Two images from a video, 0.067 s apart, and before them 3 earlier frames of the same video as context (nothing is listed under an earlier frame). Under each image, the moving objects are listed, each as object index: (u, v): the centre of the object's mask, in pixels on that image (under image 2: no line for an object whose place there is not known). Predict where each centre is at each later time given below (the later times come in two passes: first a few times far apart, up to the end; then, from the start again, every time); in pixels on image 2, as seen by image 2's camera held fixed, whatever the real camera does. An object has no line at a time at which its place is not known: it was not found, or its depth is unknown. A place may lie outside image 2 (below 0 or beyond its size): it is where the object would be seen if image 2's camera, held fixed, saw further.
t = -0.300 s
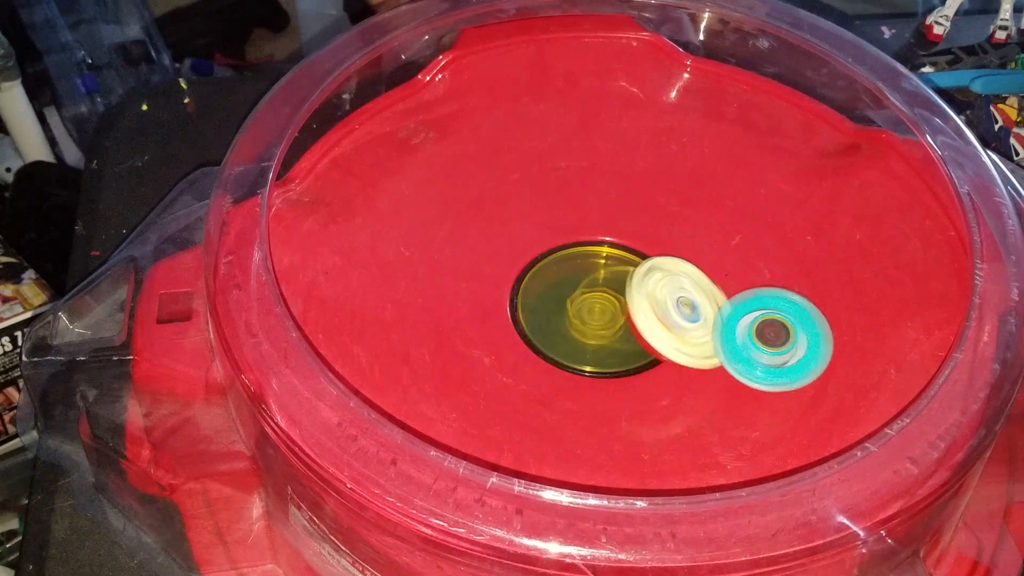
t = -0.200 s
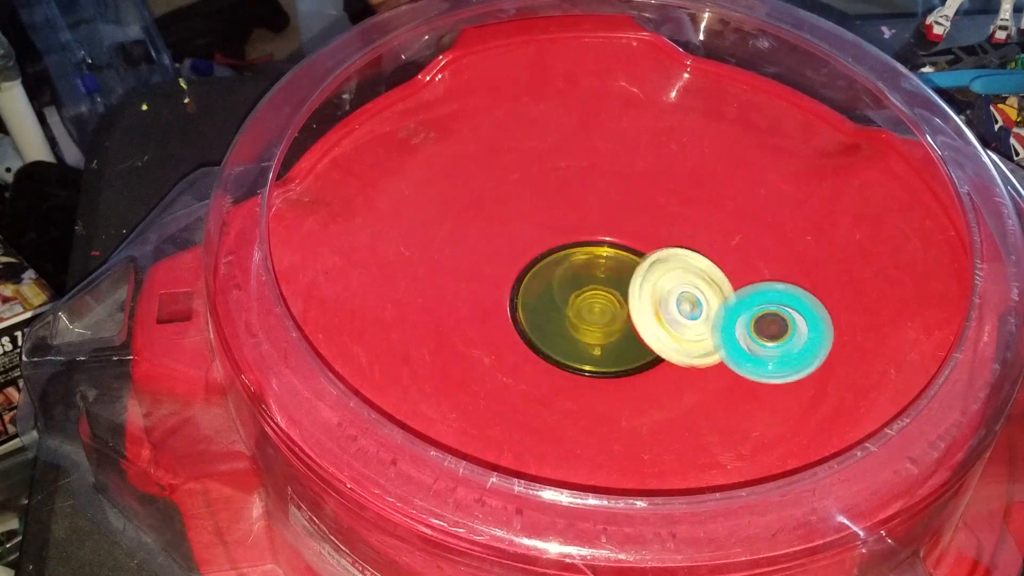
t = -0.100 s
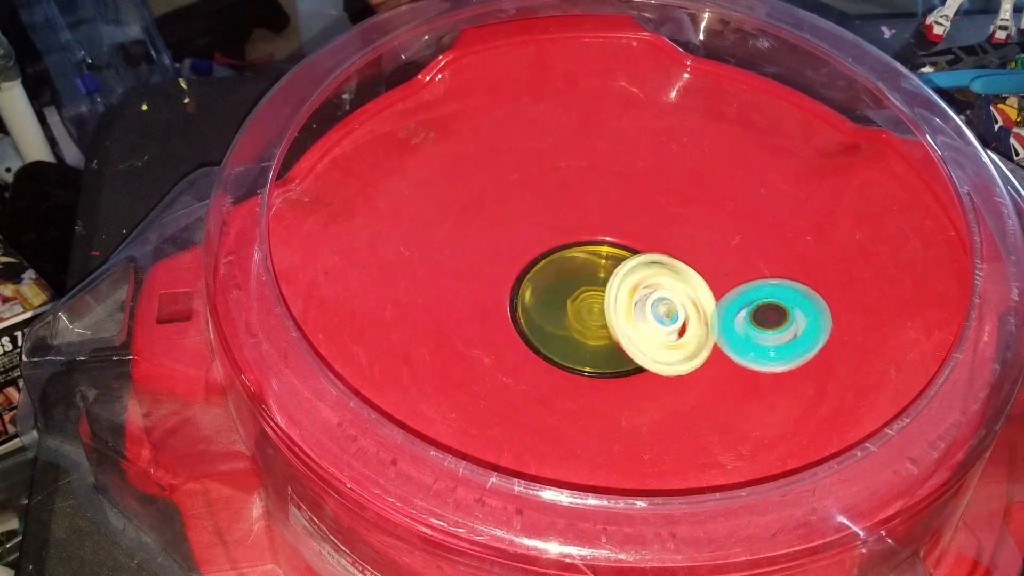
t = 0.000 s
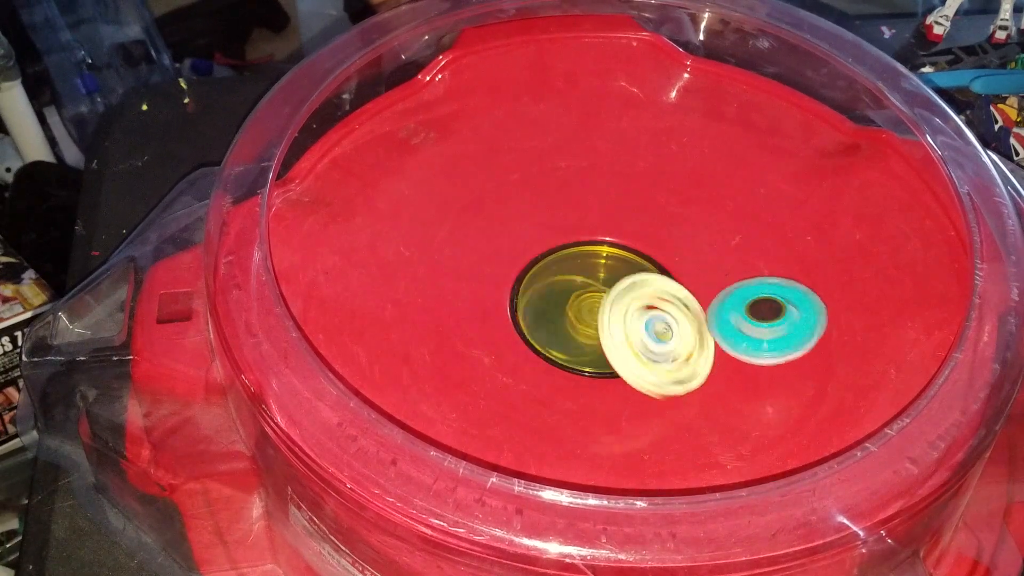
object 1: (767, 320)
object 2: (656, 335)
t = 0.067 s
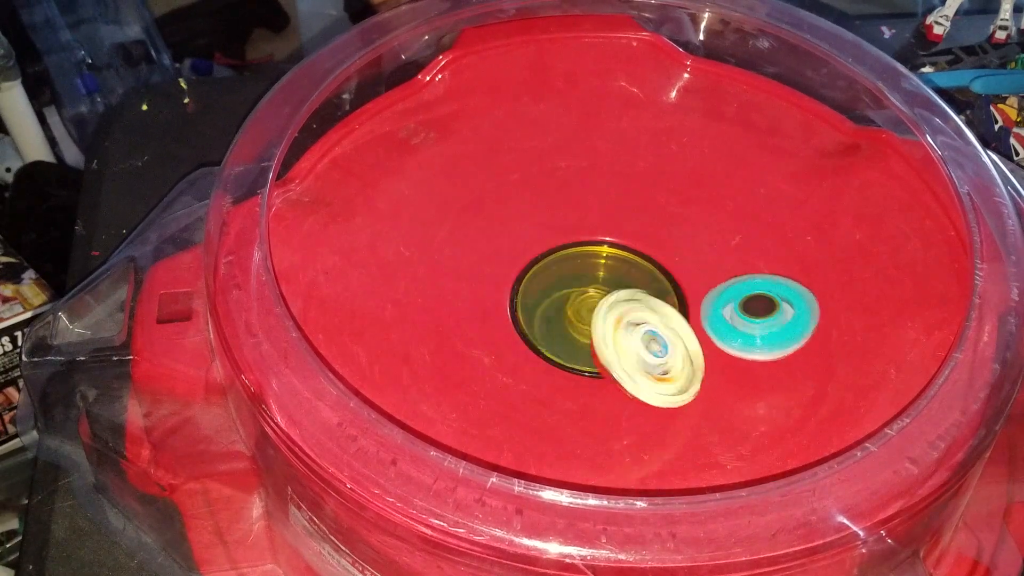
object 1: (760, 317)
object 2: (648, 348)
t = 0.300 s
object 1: (726, 300)
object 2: (627, 355)
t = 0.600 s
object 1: (689, 268)
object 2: (599, 328)
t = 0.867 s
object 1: (616, 226)
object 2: (594, 323)
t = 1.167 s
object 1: (513, 292)
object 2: (585, 356)
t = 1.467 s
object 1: (573, 217)
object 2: (546, 419)
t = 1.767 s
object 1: (582, 248)
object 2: (611, 347)
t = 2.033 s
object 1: (575, 273)
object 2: (696, 316)
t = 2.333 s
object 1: (586, 338)
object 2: (681, 275)
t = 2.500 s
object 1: (657, 315)
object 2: (608, 237)
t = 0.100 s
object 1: (753, 314)
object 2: (643, 353)
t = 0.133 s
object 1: (747, 312)
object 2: (644, 355)
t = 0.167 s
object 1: (742, 309)
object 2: (643, 357)
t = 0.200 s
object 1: (737, 307)
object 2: (640, 358)
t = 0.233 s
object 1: (733, 304)
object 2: (636, 355)
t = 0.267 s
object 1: (729, 302)
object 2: (633, 356)
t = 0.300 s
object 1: (726, 300)
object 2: (627, 355)
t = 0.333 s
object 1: (723, 297)
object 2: (622, 355)
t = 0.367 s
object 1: (720, 295)
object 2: (617, 354)
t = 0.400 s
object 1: (718, 292)
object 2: (619, 355)
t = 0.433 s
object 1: (716, 290)
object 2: (623, 352)
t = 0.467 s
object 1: (714, 288)
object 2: (623, 347)
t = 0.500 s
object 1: (710, 286)
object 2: (617, 343)
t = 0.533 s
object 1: (703, 282)
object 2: (607, 342)
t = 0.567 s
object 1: (695, 276)
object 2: (602, 337)
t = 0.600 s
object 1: (689, 268)
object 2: (599, 328)
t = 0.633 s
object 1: (684, 260)
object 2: (599, 321)
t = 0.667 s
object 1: (677, 252)
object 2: (598, 315)
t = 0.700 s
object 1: (668, 247)
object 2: (594, 315)
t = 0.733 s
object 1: (658, 242)
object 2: (589, 319)
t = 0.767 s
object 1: (649, 236)
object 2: (588, 318)
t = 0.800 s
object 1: (641, 232)
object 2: (591, 316)
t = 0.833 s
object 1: (630, 230)
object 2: (593, 319)
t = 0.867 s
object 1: (616, 226)
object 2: (594, 323)
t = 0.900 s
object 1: (600, 225)
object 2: (594, 325)
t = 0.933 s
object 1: (582, 224)
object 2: (595, 329)
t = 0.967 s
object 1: (564, 225)
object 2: (596, 333)
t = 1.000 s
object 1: (548, 230)
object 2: (596, 337)
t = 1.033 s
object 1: (531, 240)
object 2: (595, 342)
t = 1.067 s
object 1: (519, 257)
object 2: (592, 346)
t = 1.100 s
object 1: (512, 276)
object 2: (588, 352)
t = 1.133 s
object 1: (510, 290)
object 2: (583, 353)
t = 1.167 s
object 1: (513, 292)
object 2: (585, 356)
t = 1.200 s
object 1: (519, 292)
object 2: (587, 355)
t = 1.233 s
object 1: (531, 284)
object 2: (587, 361)
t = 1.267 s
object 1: (542, 279)
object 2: (586, 362)
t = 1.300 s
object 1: (554, 277)
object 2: (585, 363)
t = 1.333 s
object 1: (564, 280)
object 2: (583, 362)
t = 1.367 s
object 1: (572, 275)
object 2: (583, 380)
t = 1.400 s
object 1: (573, 251)
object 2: (574, 404)
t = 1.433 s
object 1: (575, 231)
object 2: (562, 416)
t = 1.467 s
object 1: (573, 217)
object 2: (546, 419)
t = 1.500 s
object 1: (575, 208)
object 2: (532, 412)
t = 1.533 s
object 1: (575, 204)
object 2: (521, 403)
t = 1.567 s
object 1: (577, 205)
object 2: (516, 389)
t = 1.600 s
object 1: (581, 212)
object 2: (521, 377)
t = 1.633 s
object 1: (583, 220)
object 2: (537, 369)
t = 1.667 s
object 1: (582, 226)
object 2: (552, 363)
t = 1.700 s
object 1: (581, 234)
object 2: (572, 356)
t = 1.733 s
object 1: (581, 241)
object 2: (591, 350)
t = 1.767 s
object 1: (582, 248)
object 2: (611, 347)
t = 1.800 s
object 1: (583, 256)
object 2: (623, 345)
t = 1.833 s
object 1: (586, 259)
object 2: (625, 344)
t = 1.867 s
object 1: (589, 262)
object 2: (627, 342)
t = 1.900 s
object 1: (589, 263)
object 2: (630, 339)
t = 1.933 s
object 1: (586, 264)
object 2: (641, 334)
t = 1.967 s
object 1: (583, 268)
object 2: (660, 329)
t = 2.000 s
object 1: (580, 270)
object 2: (678, 322)
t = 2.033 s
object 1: (575, 273)
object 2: (696, 316)
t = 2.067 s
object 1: (569, 276)
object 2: (705, 308)
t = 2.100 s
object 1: (563, 279)
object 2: (710, 301)
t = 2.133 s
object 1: (557, 285)
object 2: (711, 295)
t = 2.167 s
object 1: (552, 294)
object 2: (711, 289)
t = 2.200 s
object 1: (548, 304)
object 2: (709, 283)
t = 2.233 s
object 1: (549, 314)
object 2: (703, 279)
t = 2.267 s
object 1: (557, 324)
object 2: (698, 276)
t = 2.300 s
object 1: (569, 332)
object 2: (690, 275)
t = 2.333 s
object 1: (586, 338)
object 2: (681, 275)
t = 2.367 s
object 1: (602, 339)
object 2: (668, 273)
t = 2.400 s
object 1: (614, 337)
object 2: (653, 264)
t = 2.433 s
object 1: (629, 334)
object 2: (639, 254)
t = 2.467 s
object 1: (645, 326)
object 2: (625, 245)
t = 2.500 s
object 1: (657, 315)
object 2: (608, 237)
